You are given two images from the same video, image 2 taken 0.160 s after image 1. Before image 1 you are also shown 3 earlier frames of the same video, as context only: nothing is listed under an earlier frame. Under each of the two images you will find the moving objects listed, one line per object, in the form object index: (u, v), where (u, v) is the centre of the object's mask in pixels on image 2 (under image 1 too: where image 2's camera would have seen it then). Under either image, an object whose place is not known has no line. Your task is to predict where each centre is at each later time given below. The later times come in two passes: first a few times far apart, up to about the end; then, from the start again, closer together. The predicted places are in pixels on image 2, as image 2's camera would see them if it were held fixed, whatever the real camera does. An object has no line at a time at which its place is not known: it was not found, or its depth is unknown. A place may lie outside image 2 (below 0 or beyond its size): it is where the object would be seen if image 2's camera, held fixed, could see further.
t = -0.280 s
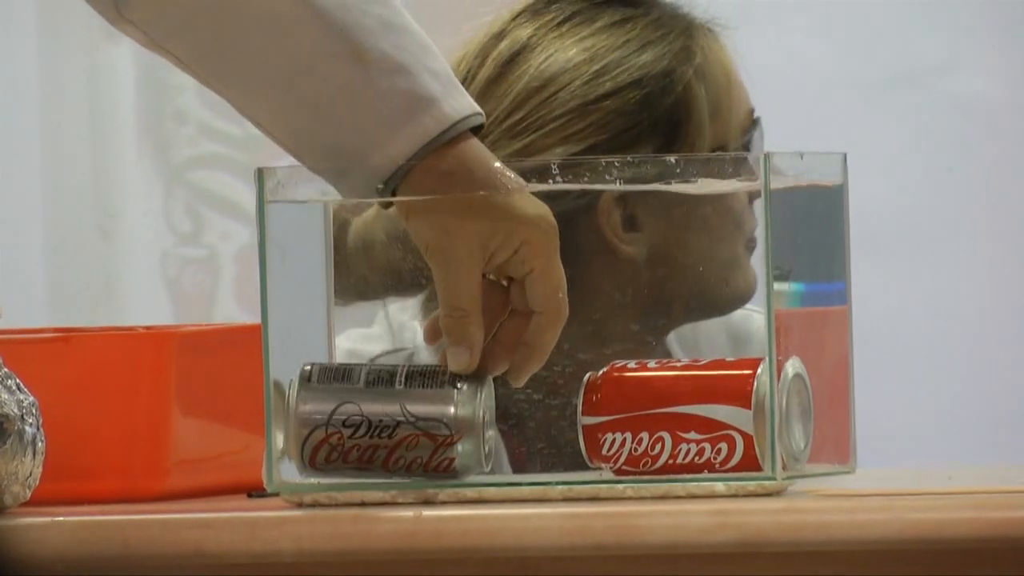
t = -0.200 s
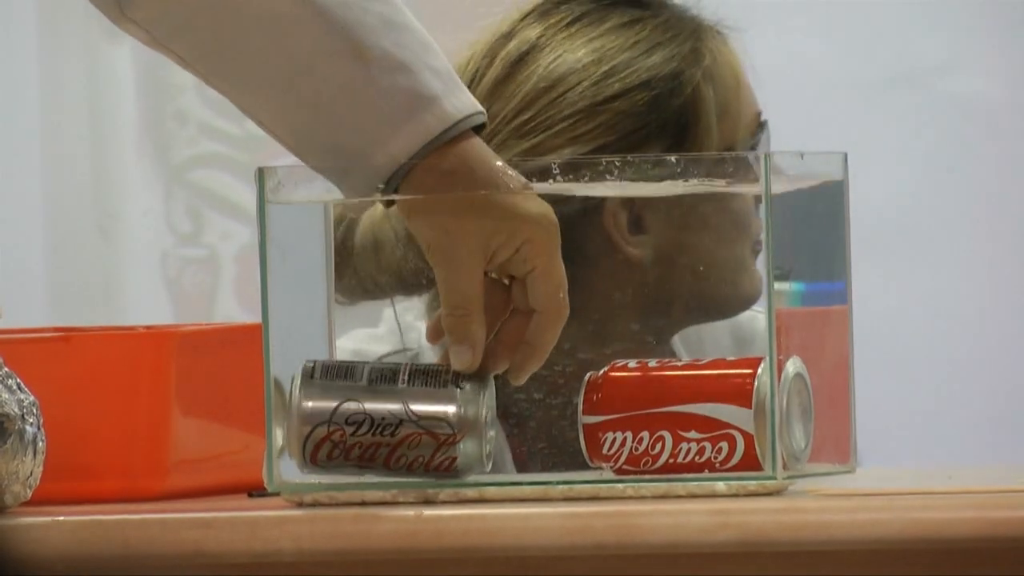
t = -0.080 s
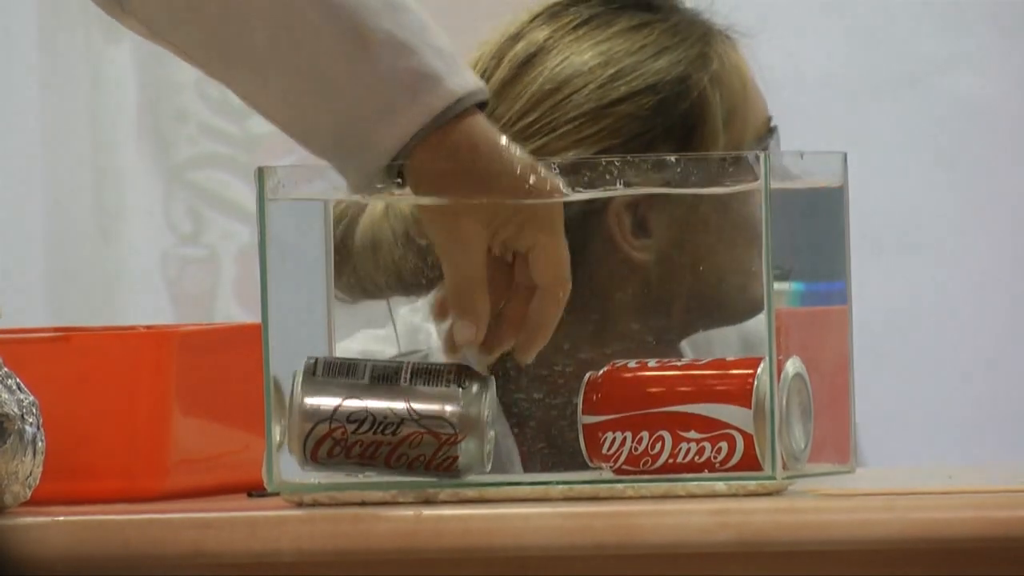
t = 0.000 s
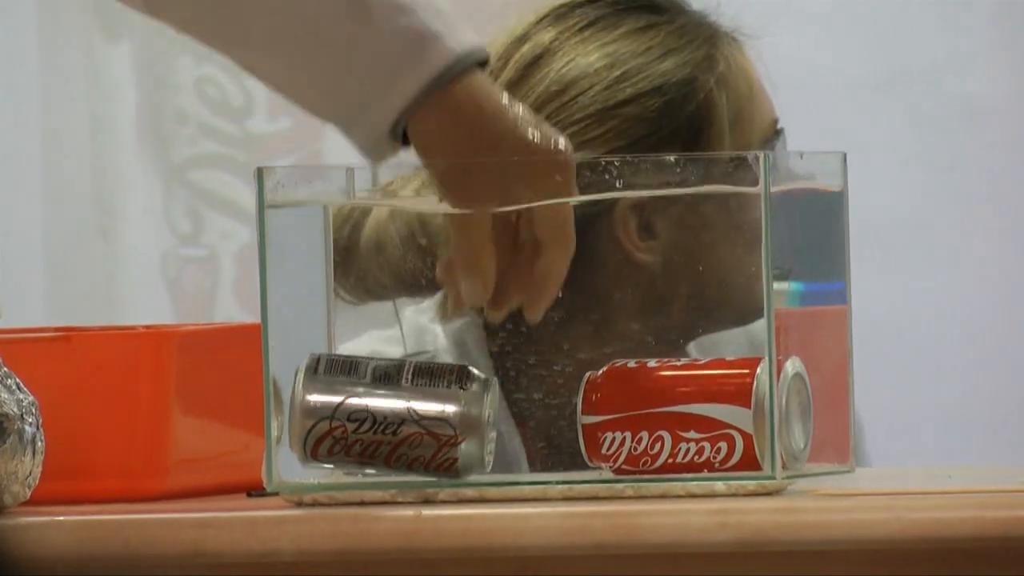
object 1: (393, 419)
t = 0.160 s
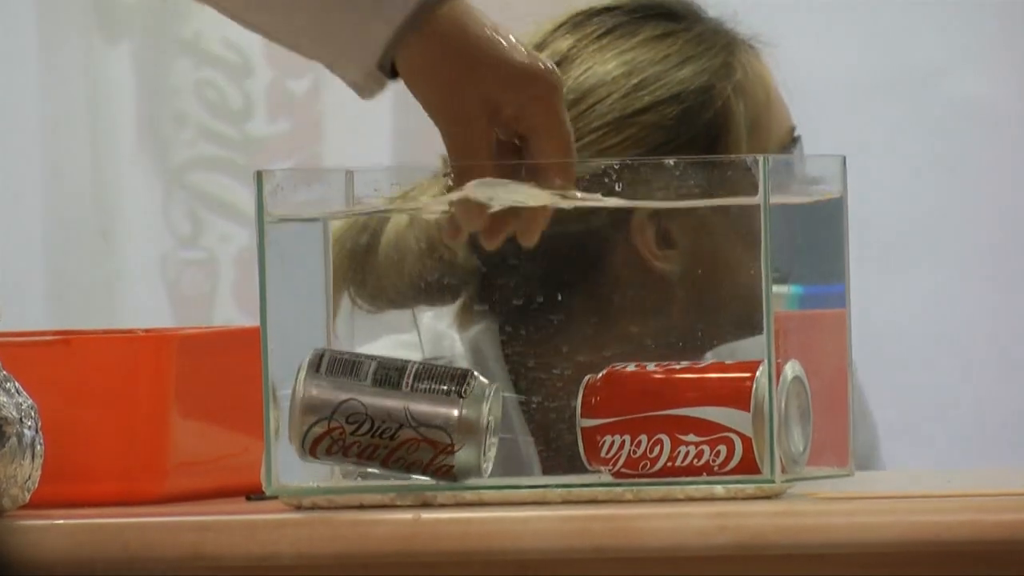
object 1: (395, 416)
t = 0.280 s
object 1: (396, 412)
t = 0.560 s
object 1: (403, 398)
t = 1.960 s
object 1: (437, 325)
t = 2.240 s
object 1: (442, 319)
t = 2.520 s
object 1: (454, 315)
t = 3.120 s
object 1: (473, 316)
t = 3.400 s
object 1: (481, 317)
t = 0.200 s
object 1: (395, 414)
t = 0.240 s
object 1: (396, 413)
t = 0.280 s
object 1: (396, 412)
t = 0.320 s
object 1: (397, 410)
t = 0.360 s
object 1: (397, 408)
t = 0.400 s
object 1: (398, 406)
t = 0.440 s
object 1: (399, 404)
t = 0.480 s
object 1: (400, 402)
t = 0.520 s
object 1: (402, 400)
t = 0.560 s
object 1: (403, 398)
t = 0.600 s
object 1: (403, 395)
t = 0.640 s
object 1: (404, 393)
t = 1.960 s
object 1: (437, 325)
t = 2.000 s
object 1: (438, 324)
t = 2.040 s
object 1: (438, 324)
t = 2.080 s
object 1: (438, 323)
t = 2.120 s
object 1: (438, 323)
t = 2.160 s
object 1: (439, 322)
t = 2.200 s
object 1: (440, 320)
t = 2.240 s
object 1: (442, 319)
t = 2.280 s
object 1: (444, 317)
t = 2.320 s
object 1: (446, 315)
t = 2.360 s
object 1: (448, 314)
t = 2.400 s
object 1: (450, 313)
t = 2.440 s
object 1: (451, 313)
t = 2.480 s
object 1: (453, 314)
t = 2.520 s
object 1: (454, 315)
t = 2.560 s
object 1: (454, 315)
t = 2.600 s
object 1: (456, 314)
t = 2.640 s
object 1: (457, 313)
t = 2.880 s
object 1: (465, 310)
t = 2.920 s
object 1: (466, 312)
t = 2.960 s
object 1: (466, 313)
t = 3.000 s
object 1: (468, 314)
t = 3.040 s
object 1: (469, 315)
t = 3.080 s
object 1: (471, 316)
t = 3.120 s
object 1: (473, 316)
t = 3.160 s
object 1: (475, 316)
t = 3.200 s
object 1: (477, 316)
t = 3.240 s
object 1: (478, 315)
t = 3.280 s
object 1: (479, 315)
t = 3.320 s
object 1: (480, 316)
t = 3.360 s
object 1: (481, 316)
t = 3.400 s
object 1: (481, 317)
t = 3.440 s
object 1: (482, 319)
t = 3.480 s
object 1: (483, 321)
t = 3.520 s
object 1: (484, 321)
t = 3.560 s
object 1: (485, 322)
